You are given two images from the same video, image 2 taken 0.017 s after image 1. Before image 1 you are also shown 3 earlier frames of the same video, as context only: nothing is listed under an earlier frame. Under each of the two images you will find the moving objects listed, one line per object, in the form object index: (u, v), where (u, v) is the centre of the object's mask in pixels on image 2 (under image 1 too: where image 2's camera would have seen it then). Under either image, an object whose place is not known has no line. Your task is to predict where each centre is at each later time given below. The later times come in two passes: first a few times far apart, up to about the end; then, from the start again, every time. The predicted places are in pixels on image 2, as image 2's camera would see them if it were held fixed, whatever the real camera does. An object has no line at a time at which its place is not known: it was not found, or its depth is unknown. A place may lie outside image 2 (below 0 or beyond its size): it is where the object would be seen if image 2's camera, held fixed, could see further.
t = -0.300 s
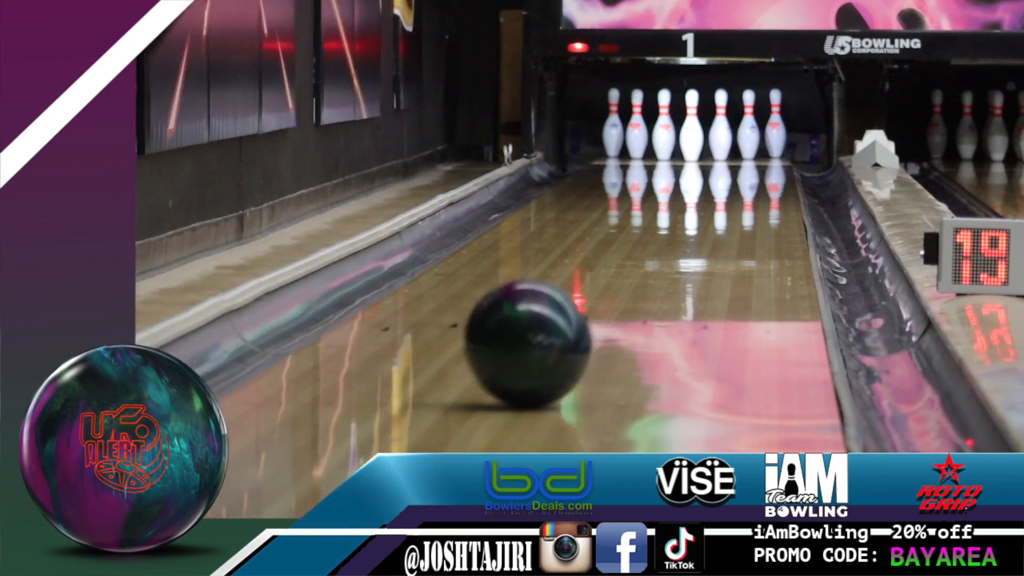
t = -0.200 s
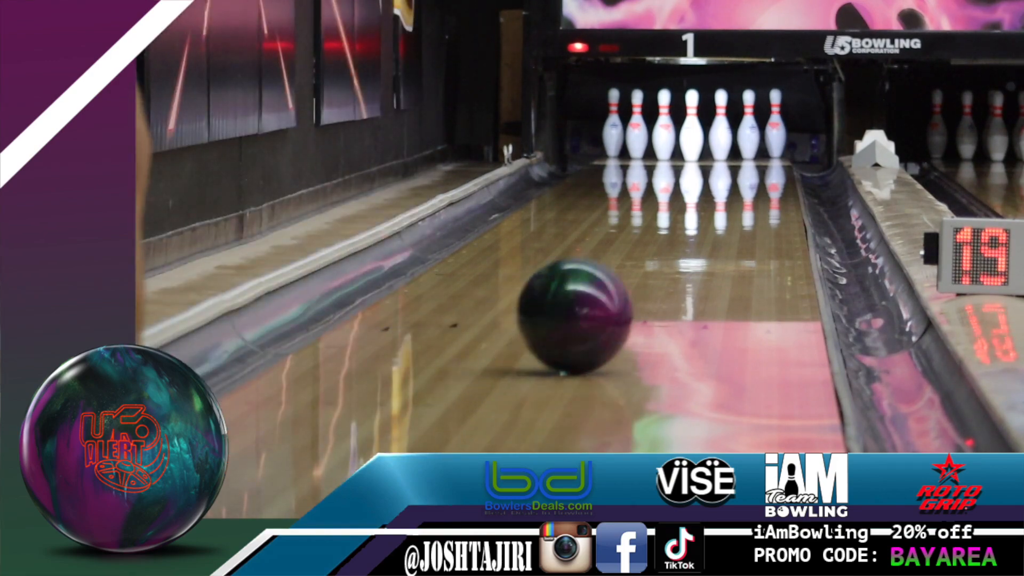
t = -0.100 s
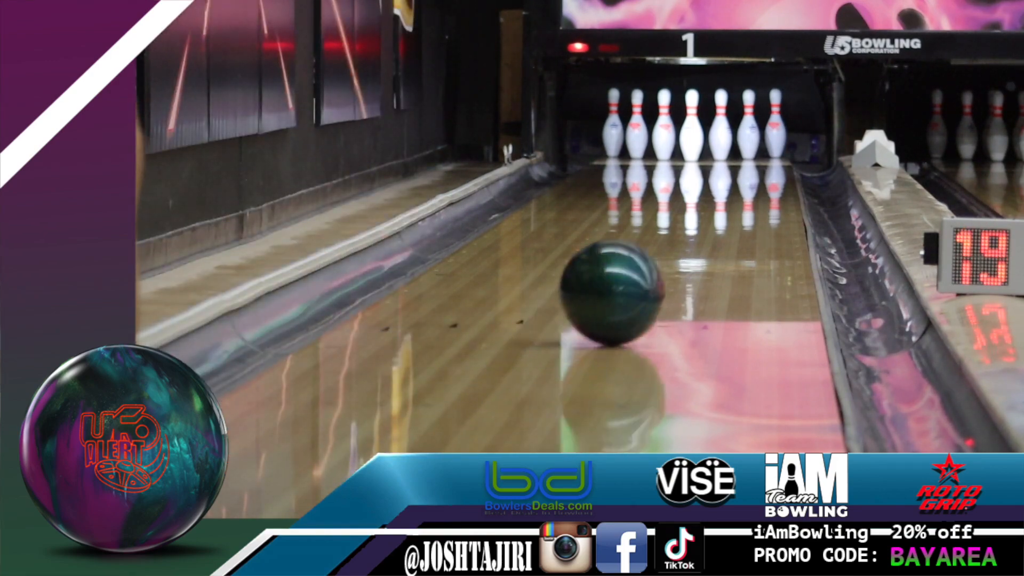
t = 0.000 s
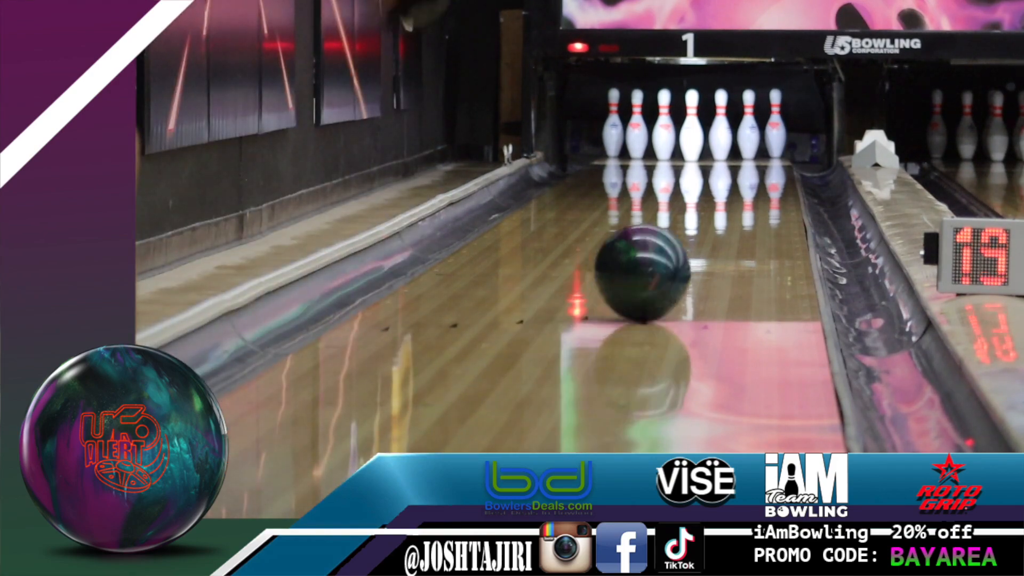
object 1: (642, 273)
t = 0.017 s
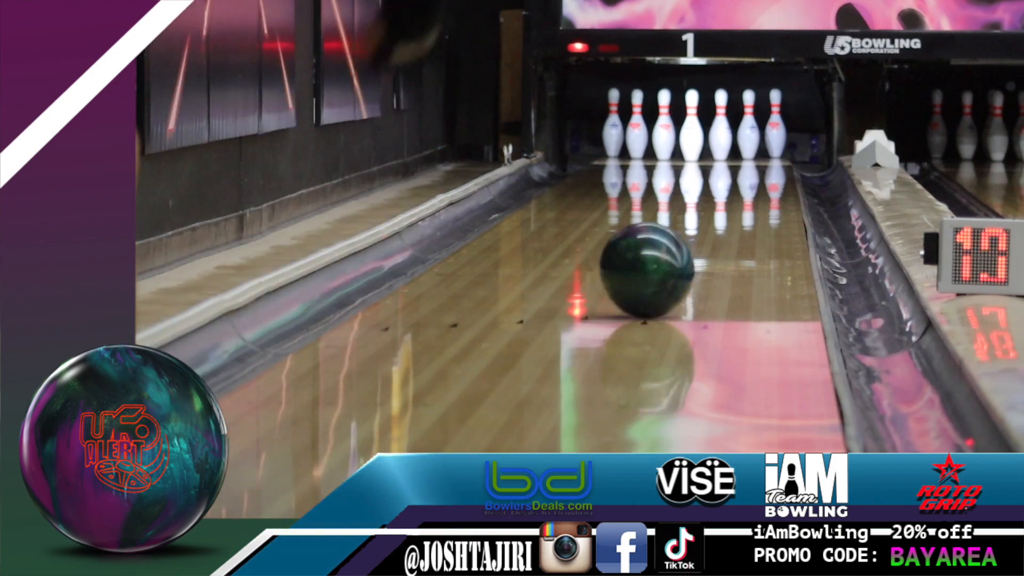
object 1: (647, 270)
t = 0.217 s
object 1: (692, 240)
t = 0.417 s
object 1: (724, 216)
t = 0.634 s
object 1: (747, 196)
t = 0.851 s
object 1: (761, 181)
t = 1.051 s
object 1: (764, 169)
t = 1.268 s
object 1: (756, 159)
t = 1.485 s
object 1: (738, 151)
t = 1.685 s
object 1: (715, 145)
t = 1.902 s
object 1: (696, 141)
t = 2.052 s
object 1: (687, 138)
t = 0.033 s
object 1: (651, 267)
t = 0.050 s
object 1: (655, 265)
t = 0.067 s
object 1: (659, 262)
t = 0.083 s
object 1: (663, 259)
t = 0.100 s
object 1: (667, 257)
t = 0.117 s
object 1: (671, 254)
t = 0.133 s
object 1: (675, 251)
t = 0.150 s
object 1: (678, 249)
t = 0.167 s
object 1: (682, 247)
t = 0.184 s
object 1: (685, 245)
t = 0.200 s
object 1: (688, 242)
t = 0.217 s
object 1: (692, 240)
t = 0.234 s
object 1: (695, 238)
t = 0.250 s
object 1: (698, 236)
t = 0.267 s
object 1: (701, 233)
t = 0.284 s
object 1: (704, 231)
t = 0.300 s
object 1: (706, 229)
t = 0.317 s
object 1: (709, 227)
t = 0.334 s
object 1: (711, 225)
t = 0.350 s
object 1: (714, 223)
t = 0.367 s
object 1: (716, 221)
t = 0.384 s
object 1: (719, 220)
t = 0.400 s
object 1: (721, 218)
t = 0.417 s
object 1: (724, 216)
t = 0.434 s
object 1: (726, 214)
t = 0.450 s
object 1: (728, 213)
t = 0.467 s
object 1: (730, 211)
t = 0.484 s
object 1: (732, 209)
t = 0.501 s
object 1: (734, 208)
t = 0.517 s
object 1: (736, 206)
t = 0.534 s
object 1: (738, 205)
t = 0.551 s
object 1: (739, 204)
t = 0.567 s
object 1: (741, 202)
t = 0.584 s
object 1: (743, 200)
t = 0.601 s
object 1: (744, 199)
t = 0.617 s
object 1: (746, 198)
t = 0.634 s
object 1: (747, 196)
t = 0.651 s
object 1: (749, 195)
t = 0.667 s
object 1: (750, 194)
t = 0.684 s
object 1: (751, 193)
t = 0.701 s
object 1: (753, 191)
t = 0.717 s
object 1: (754, 190)
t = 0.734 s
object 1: (755, 189)
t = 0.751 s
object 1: (756, 188)
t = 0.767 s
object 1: (756, 186)
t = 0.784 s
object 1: (758, 185)
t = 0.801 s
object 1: (759, 184)
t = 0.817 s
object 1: (760, 183)
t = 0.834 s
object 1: (761, 182)
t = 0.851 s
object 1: (761, 181)
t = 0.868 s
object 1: (762, 180)
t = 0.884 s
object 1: (762, 179)
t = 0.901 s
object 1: (763, 178)
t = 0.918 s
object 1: (763, 176)
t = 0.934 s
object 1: (762, 176)
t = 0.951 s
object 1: (763, 175)
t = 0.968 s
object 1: (764, 174)
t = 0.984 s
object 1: (764, 173)
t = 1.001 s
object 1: (764, 172)
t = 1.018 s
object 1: (764, 171)
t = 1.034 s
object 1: (763, 170)
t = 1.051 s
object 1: (764, 169)
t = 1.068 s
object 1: (763, 168)
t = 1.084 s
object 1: (763, 167)
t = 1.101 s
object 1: (763, 166)
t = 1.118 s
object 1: (762, 166)
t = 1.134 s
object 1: (762, 165)
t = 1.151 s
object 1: (761, 164)
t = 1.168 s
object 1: (761, 163)
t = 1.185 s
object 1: (760, 162)
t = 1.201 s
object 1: (760, 162)
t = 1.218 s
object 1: (759, 161)
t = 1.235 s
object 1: (758, 160)
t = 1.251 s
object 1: (757, 159)
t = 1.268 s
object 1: (756, 159)
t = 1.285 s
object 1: (755, 158)
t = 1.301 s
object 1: (754, 157)
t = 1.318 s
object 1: (753, 157)
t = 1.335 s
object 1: (752, 156)
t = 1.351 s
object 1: (751, 155)
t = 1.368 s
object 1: (749, 155)
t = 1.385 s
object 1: (748, 154)
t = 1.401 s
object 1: (746, 154)
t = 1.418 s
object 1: (745, 153)
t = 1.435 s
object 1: (743, 153)
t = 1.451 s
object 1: (741, 152)
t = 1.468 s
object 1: (739, 151)
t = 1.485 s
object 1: (738, 151)
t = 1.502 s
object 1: (736, 150)
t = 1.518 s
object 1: (734, 150)
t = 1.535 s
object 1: (732, 149)
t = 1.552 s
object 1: (730, 149)
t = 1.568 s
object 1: (728, 148)
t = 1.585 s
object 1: (726, 148)
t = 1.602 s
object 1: (724, 147)
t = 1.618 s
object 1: (722, 147)
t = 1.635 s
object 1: (720, 147)
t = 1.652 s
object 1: (718, 146)
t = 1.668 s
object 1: (716, 146)
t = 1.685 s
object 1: (715, 145)
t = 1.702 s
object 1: (713, 145)
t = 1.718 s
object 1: (711, 144)
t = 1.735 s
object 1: (709, 144)
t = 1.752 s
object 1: (706, 143)
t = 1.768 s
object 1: (705, 142)
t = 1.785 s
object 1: (703, 142)
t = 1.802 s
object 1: (701, 142)
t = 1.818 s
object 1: (701, 142)
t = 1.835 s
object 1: (701, 142)
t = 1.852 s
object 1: (701, 141)
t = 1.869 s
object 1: (700, 142)
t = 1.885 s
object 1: (697, 141)
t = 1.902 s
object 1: (696, 141)
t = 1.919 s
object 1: (694, 141)
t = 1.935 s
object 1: (692, 140)
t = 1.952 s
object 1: (690, 140)
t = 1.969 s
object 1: (688, 139)
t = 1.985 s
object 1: (688, 139)
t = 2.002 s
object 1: (688, 139)
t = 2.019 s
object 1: (688, 139)
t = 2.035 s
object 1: (687, 139)
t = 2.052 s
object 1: (687, 138)
